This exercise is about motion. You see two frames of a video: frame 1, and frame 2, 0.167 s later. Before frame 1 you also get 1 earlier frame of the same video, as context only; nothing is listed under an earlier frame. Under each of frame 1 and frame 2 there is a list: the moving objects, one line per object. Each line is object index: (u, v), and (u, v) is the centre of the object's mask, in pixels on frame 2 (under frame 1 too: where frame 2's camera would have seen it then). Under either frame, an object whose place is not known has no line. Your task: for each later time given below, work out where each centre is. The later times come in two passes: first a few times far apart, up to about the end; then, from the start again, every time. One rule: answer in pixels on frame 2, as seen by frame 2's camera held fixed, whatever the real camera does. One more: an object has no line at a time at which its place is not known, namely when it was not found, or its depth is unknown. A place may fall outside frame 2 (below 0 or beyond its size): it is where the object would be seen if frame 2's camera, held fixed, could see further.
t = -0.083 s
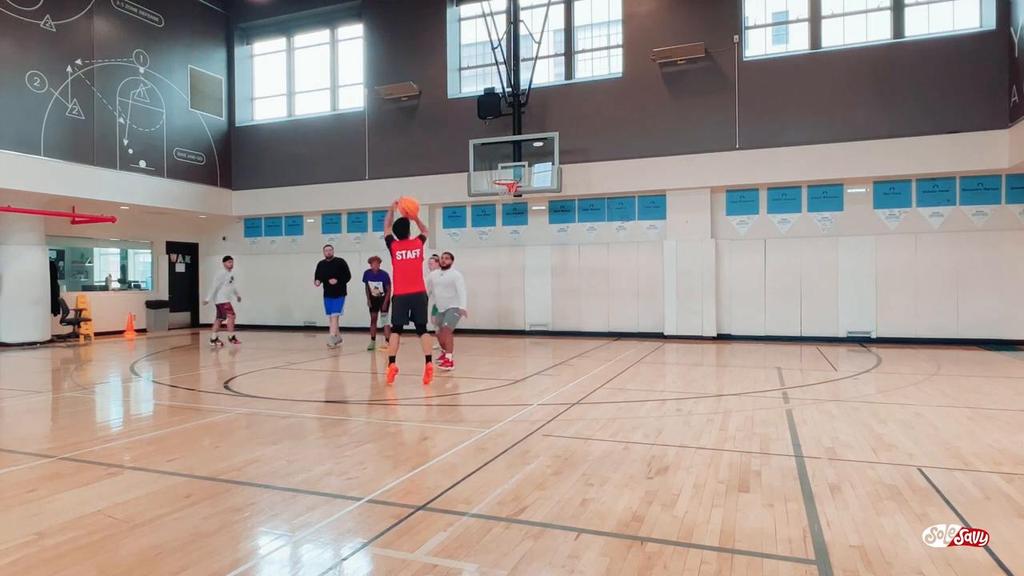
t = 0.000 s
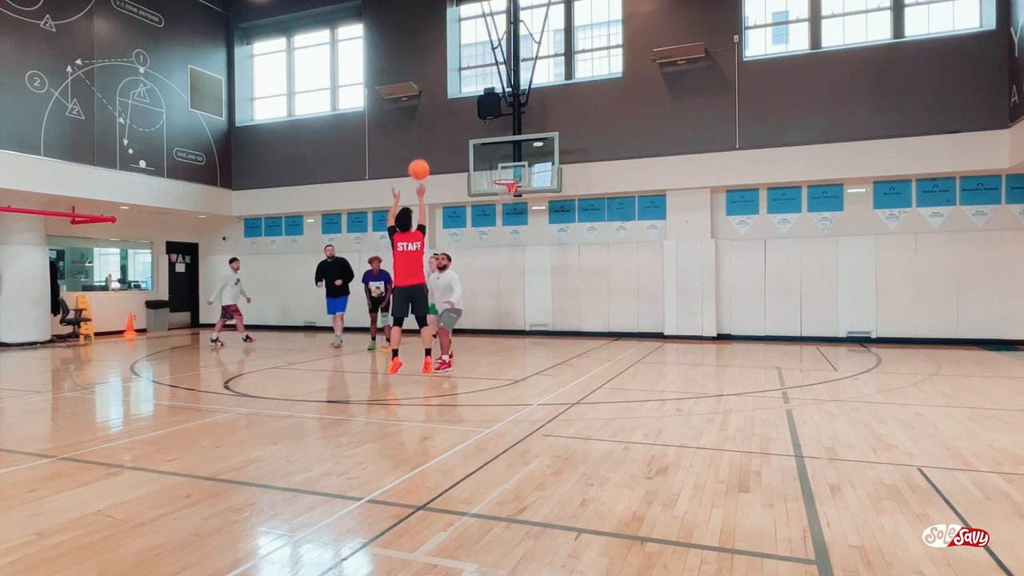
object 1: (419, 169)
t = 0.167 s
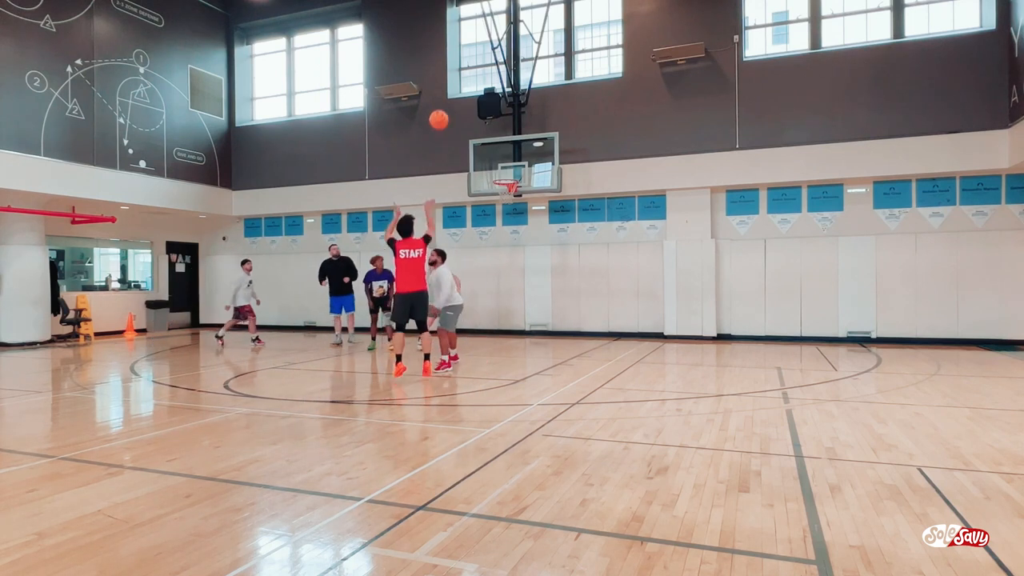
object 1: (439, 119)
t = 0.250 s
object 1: (447, 105)
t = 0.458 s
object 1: (469, 96)
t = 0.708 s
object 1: (488, 122)
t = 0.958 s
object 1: (504, 179)
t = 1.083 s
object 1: (508, 196)
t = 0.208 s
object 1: (444, 110)
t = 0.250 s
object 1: (447, 105)
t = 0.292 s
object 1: (452, 100)
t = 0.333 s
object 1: (457, 97)
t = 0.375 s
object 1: (460, 95)
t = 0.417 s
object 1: (465, 95)
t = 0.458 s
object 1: (469, 96)
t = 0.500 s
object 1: (472, 98)
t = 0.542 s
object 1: (476, 101)
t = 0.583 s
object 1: (478, 104)
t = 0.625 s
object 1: (482, 110)
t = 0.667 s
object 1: (485, 117)
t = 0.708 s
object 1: (488, 122)
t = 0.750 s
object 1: (491, 131)
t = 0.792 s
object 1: (494, 141)
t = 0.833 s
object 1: (496, 148)
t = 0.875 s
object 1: (499, 159)
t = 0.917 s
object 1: (501, 167)
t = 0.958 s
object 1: (504, 179)
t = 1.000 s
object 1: (506, 190)
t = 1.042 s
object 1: (507, 195)
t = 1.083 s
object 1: (508, 196)
